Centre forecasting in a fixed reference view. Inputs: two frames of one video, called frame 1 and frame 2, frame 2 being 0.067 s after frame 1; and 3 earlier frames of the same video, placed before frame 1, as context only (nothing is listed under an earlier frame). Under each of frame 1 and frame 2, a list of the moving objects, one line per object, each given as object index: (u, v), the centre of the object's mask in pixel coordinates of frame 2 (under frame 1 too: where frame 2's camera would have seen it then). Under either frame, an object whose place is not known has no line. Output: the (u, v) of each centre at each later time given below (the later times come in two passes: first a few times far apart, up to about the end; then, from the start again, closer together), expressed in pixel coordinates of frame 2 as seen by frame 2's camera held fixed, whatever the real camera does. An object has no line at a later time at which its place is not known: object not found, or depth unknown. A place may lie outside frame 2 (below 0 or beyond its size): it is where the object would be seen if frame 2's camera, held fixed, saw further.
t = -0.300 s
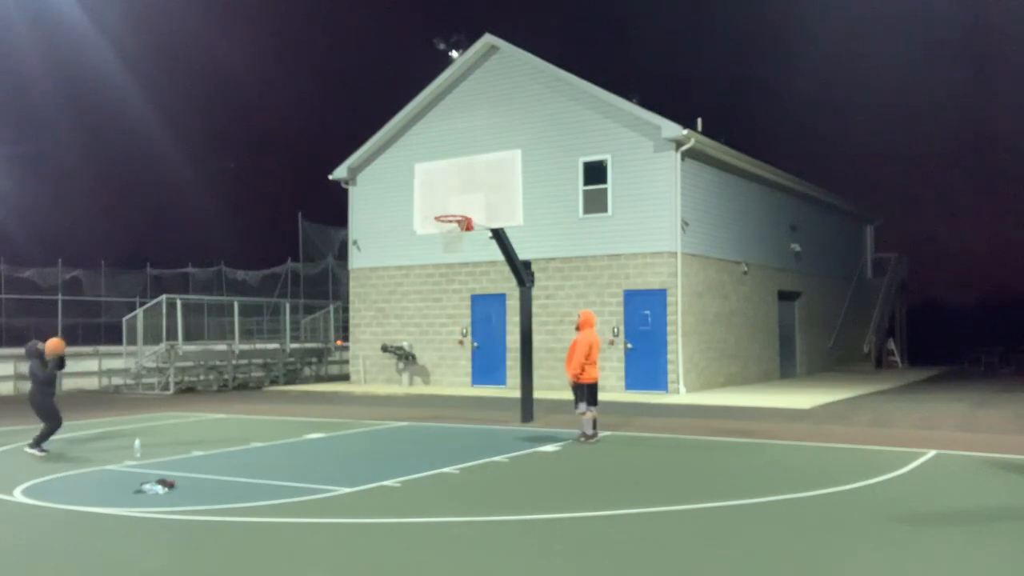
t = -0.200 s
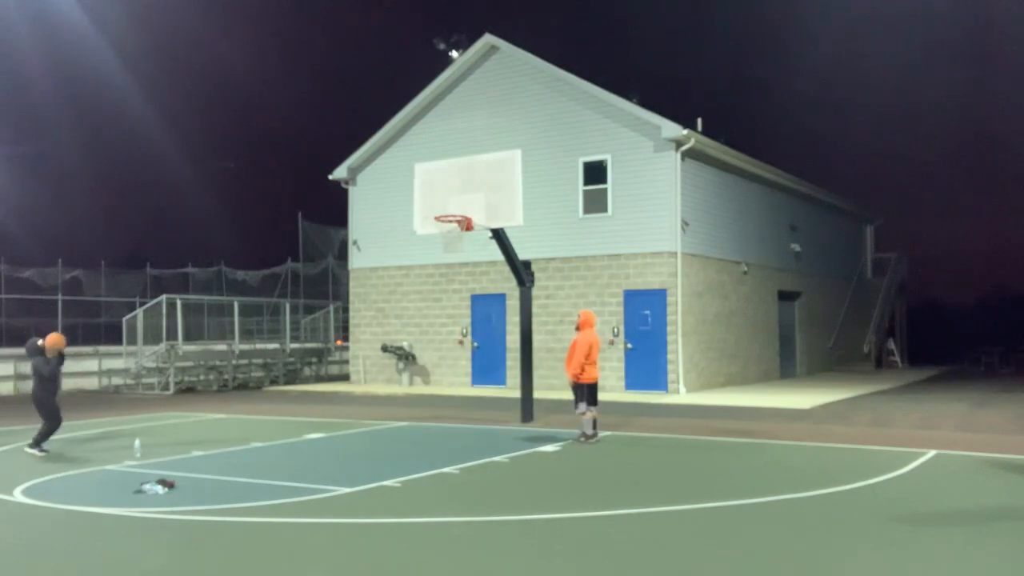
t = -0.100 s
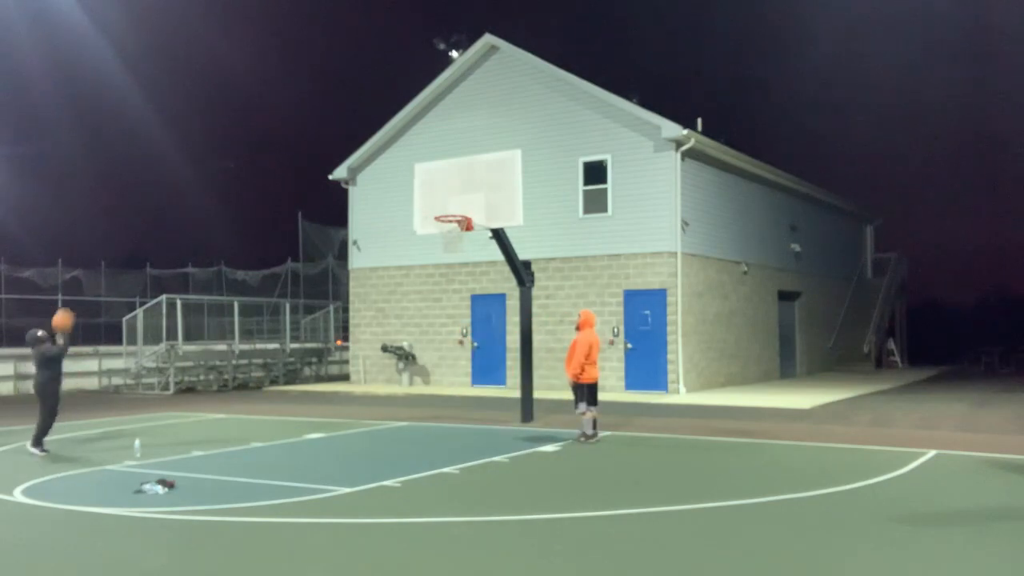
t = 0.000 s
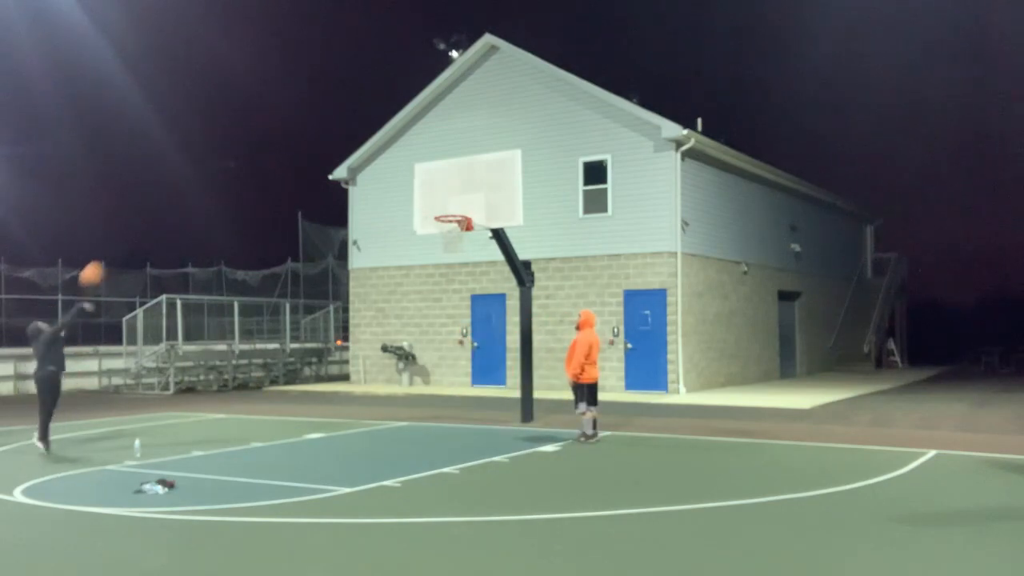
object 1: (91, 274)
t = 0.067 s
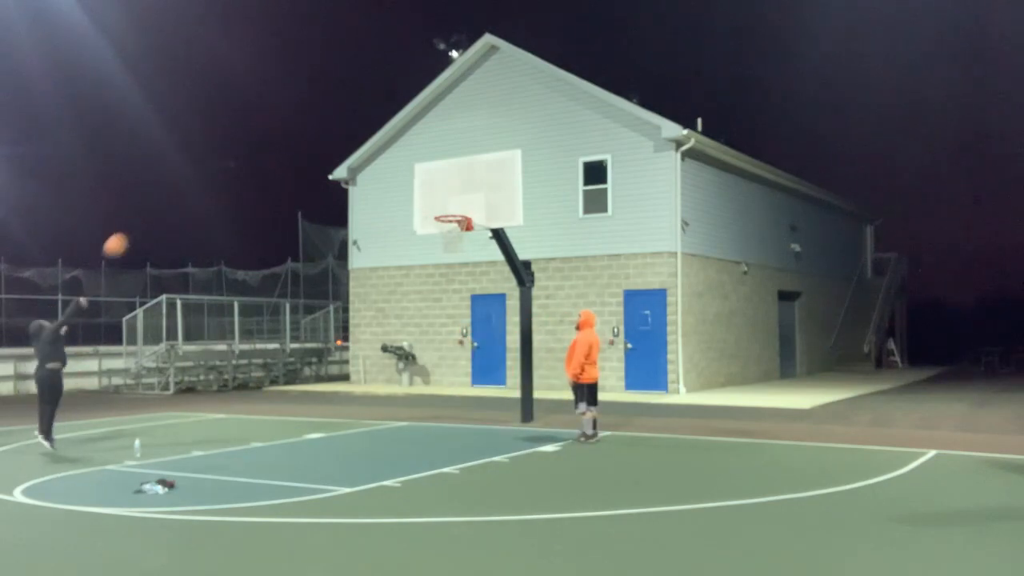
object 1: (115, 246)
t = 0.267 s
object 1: (184, 182)
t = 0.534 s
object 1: (270, 145)
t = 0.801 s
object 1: (349, 158)
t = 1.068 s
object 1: (427, 223)
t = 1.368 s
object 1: (474, 339)
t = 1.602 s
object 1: (498, 400)
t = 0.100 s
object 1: (127, 233)
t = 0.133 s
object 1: (139, 220)
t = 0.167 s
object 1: (150, 209)
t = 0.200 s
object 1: (161, 199)
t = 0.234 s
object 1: (173, 190)
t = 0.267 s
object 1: (184, 182)
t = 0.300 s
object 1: (195, 174)
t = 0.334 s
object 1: (206, 167)
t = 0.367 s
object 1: (217, 162)
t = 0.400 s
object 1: (227, 157)
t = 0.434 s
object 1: (238, 152)
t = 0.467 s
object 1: (249, 149)
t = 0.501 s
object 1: (260, 147)
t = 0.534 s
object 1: (270, 145)
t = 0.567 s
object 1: (280, 144)
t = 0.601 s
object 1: (291, 144)
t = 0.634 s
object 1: (300, 145)
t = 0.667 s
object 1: (311, 147)
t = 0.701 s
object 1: (321, 148)
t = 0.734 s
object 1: (331, 152)
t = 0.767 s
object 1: (340, 155)
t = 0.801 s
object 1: (349, 158)
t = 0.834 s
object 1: (361, 165)
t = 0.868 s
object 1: (370, 171)
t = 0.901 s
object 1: (380, 178)
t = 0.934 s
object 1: (389, 186)
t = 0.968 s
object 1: (399, 194)
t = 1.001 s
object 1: (409, 202)
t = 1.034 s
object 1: (418, 213)
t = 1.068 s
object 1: (427, 223)
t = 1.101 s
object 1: (433, 234)
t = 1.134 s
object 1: (439, 245)
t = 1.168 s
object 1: (443, 256)
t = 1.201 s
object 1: (448, 268)
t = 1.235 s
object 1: (453, 281)
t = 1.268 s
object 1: (457, 295)
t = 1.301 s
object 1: (463, 310)
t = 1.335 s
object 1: (467, 324)
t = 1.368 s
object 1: (474, 339)
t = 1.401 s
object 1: (478, 355)
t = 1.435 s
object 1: (482, 372)
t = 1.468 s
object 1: (487, 390)
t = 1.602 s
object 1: (498, 400)
